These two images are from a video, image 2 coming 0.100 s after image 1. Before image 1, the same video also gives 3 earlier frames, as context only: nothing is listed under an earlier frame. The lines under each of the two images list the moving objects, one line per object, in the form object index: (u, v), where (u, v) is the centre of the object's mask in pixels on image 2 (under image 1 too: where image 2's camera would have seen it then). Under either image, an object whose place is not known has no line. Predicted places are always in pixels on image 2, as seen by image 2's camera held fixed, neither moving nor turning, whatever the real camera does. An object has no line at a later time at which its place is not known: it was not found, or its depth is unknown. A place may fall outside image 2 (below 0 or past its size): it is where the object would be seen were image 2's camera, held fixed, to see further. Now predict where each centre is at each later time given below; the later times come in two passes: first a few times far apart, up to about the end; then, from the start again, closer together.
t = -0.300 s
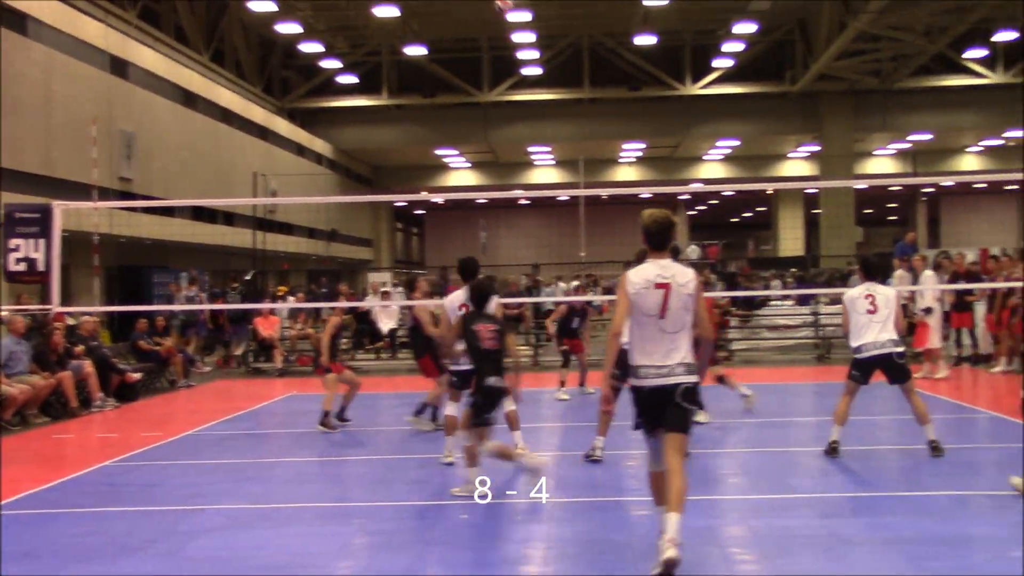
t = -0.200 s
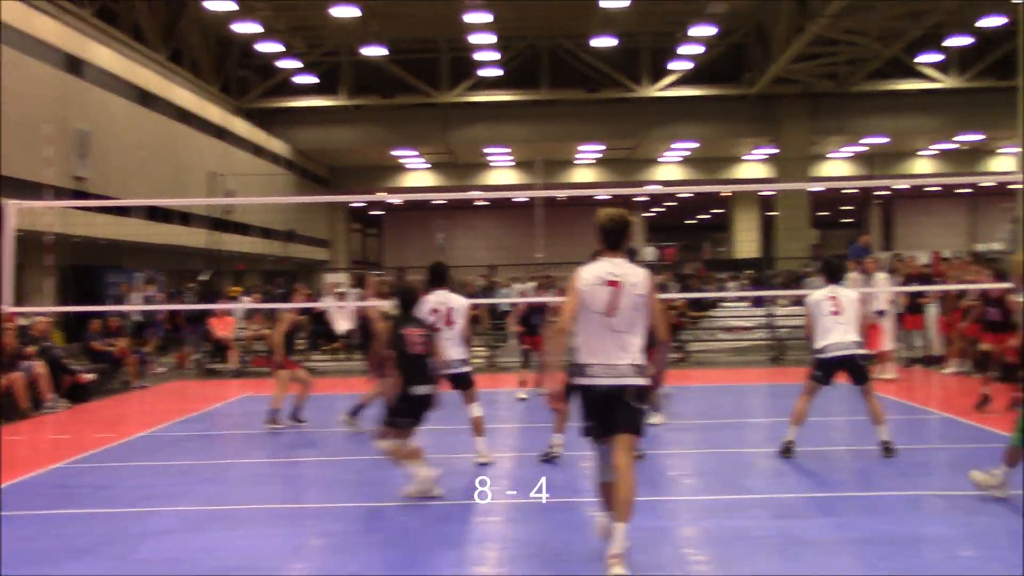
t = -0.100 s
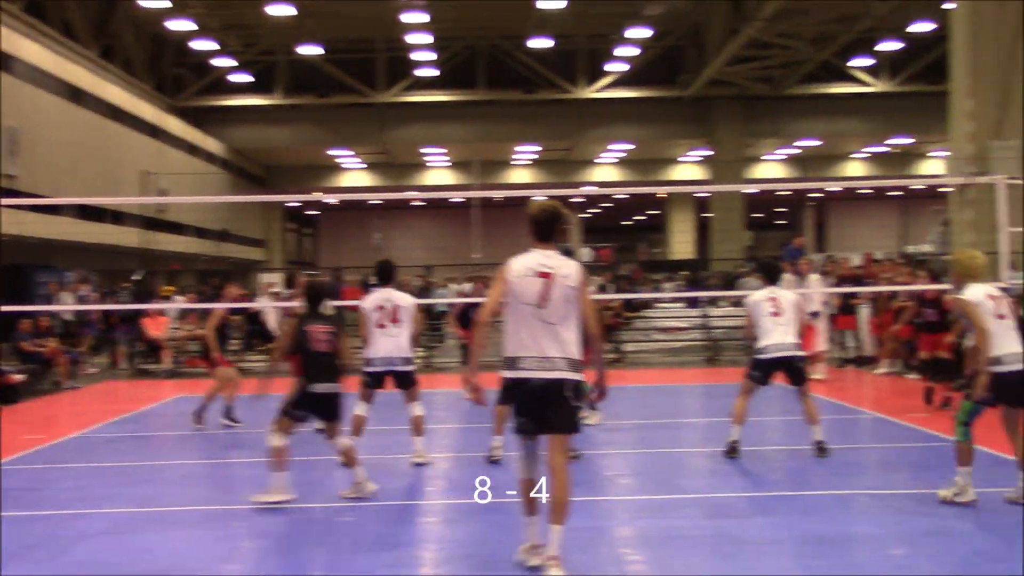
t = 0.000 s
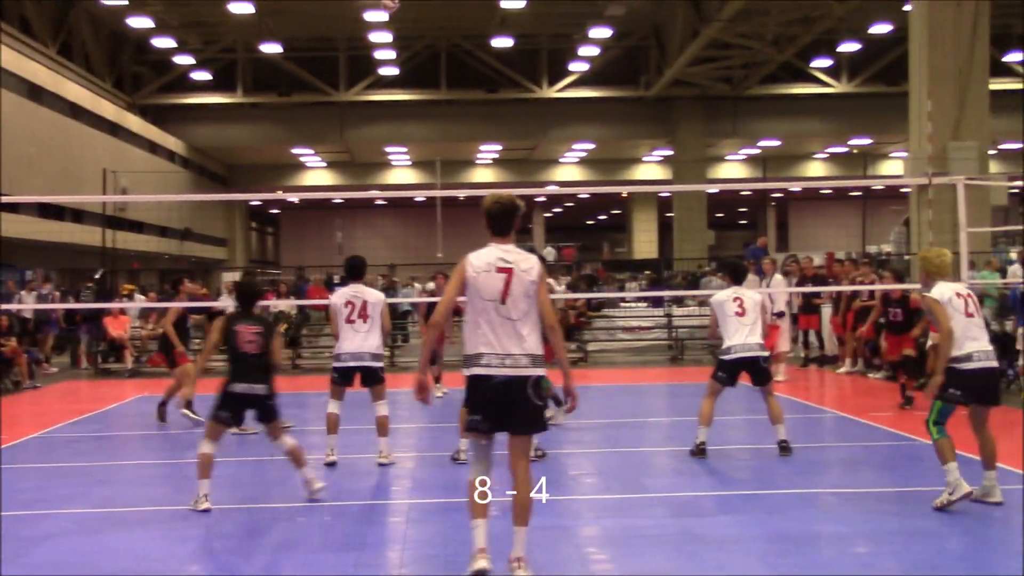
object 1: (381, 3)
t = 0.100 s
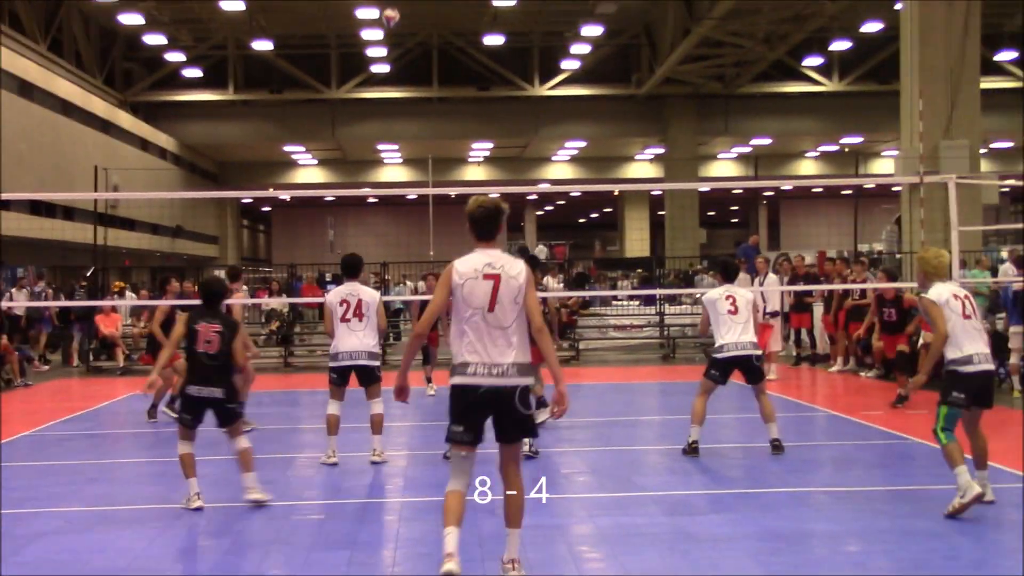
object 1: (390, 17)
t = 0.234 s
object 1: (402, 52)
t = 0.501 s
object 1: (426, 160)
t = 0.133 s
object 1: (393, 25)
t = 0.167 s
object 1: (396, 33)
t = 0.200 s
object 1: (399, 41)
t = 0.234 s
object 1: (402, 52)
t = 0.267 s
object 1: (405, 63)
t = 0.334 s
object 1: (411, 86)
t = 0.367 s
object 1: (414, 101)
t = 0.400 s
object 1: (417, 113)
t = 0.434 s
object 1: (420, 128)
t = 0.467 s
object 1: (423, 143)
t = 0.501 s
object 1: (426, 160)
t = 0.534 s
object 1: (429, 177)
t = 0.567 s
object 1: (430, 194)
